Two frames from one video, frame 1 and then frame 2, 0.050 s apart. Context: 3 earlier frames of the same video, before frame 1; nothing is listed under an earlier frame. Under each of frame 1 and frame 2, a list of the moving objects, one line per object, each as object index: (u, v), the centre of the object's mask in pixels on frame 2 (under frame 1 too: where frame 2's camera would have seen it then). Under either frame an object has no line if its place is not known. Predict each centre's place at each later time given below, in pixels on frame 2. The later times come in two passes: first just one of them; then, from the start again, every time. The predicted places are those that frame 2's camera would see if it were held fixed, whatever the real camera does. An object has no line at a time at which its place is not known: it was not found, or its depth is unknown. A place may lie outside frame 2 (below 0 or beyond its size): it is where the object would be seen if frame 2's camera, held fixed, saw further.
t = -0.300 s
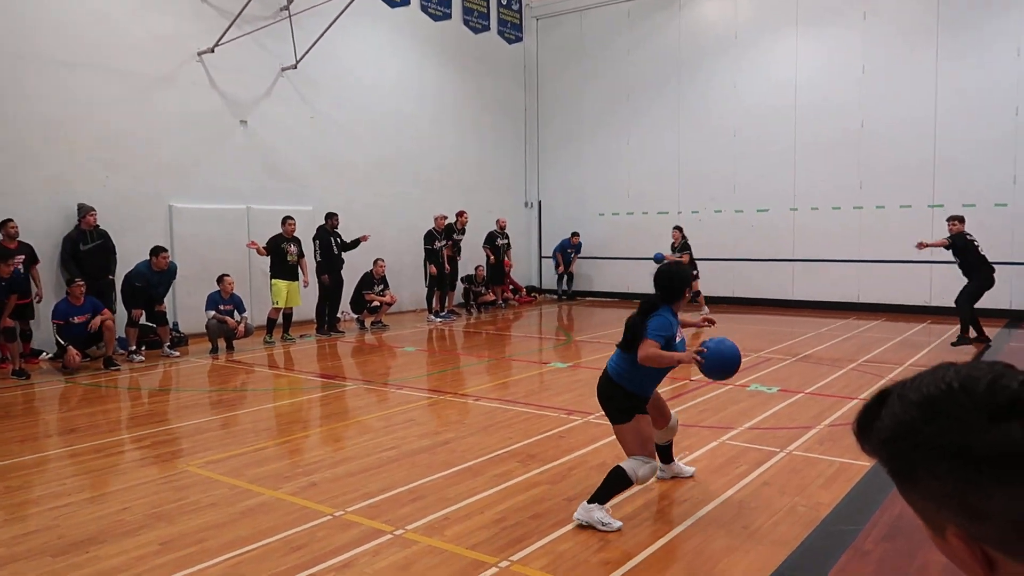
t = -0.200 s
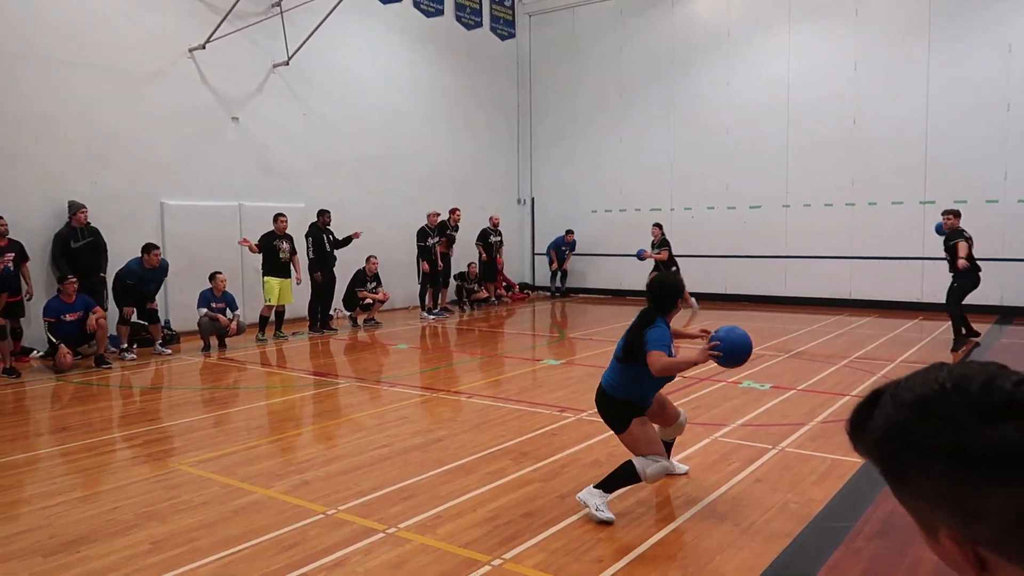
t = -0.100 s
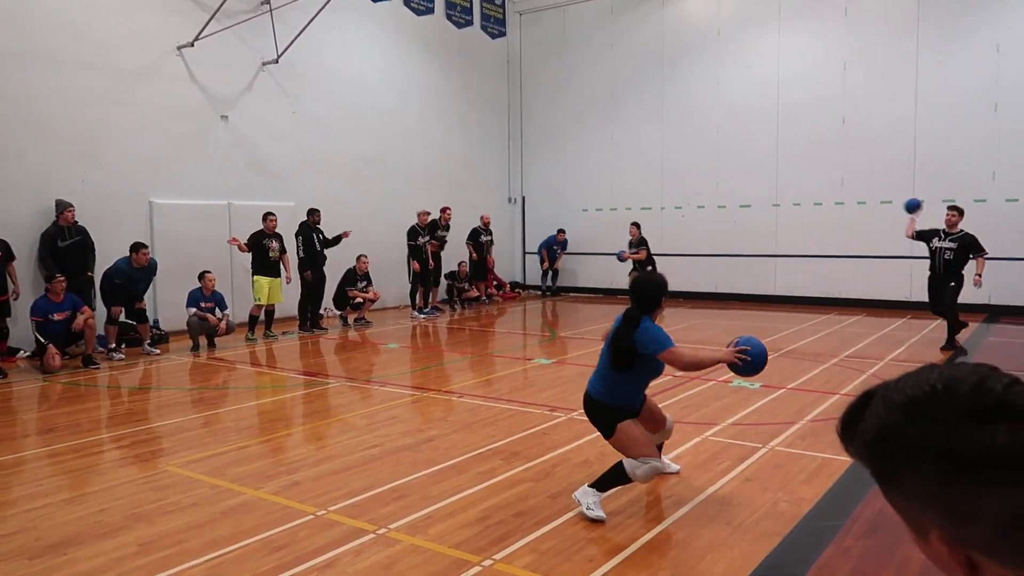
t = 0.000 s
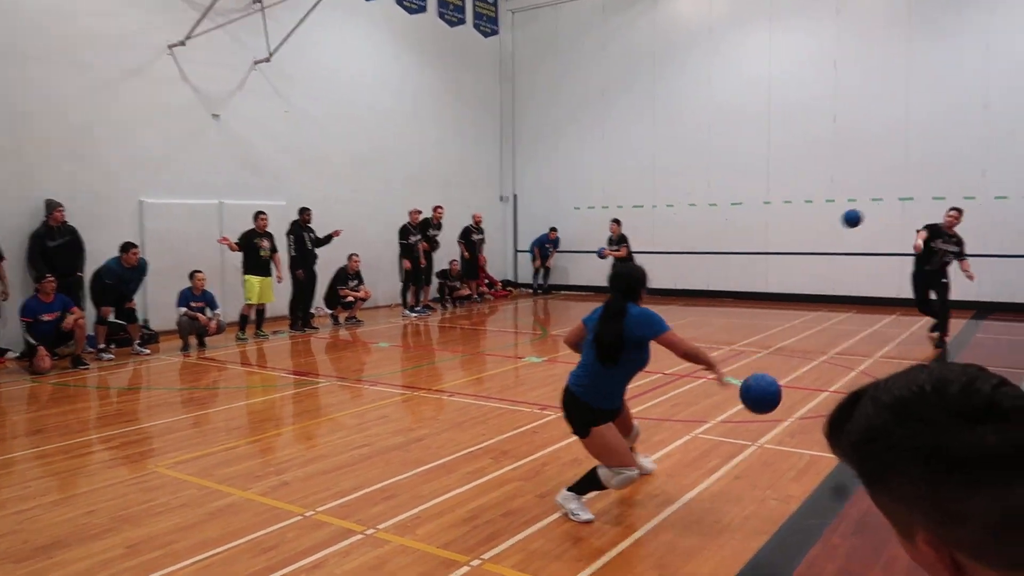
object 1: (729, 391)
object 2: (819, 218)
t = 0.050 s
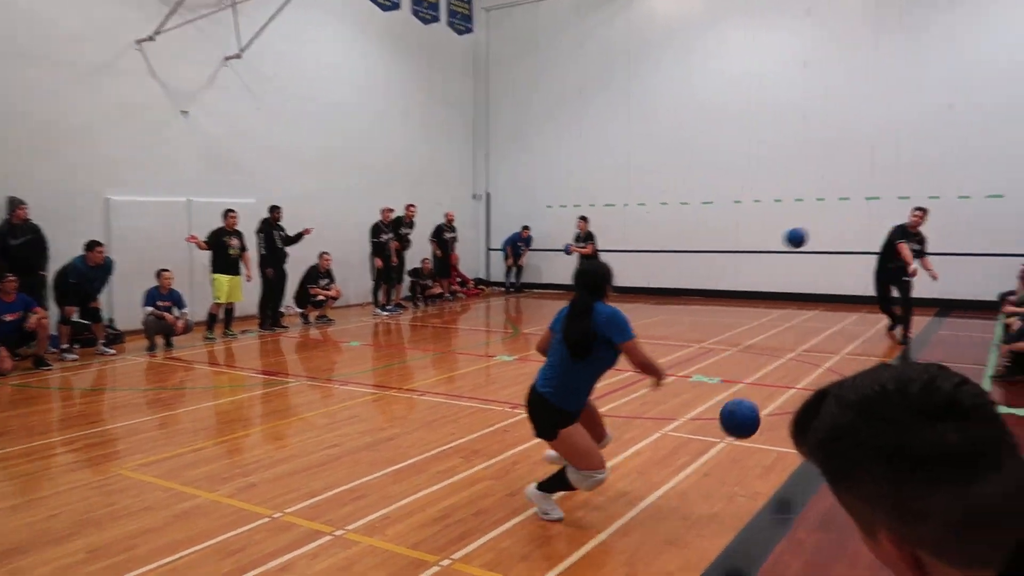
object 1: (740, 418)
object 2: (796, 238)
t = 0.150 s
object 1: (760, 487)
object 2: (717, 295)
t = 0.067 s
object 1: (743, 429)
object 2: (786, 245)
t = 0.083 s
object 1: (746, 439)
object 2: (775, 254)
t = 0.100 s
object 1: (750, 451)
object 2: (762, 263)
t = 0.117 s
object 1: (753, 462)
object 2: (749, 272)
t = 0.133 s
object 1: (757, 474)
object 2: (734, 282)
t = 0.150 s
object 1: (760, 487)
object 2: (717, 295)
